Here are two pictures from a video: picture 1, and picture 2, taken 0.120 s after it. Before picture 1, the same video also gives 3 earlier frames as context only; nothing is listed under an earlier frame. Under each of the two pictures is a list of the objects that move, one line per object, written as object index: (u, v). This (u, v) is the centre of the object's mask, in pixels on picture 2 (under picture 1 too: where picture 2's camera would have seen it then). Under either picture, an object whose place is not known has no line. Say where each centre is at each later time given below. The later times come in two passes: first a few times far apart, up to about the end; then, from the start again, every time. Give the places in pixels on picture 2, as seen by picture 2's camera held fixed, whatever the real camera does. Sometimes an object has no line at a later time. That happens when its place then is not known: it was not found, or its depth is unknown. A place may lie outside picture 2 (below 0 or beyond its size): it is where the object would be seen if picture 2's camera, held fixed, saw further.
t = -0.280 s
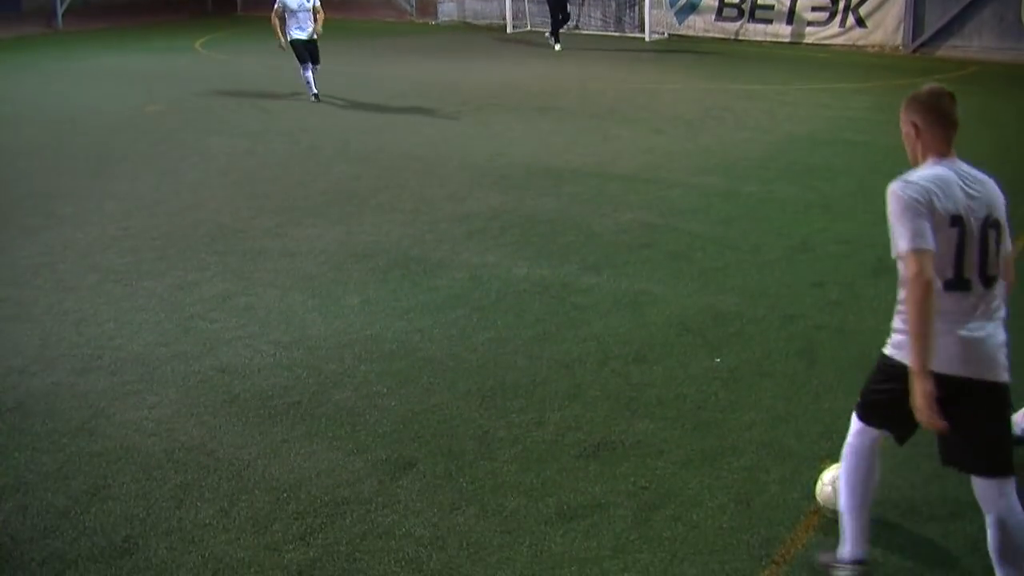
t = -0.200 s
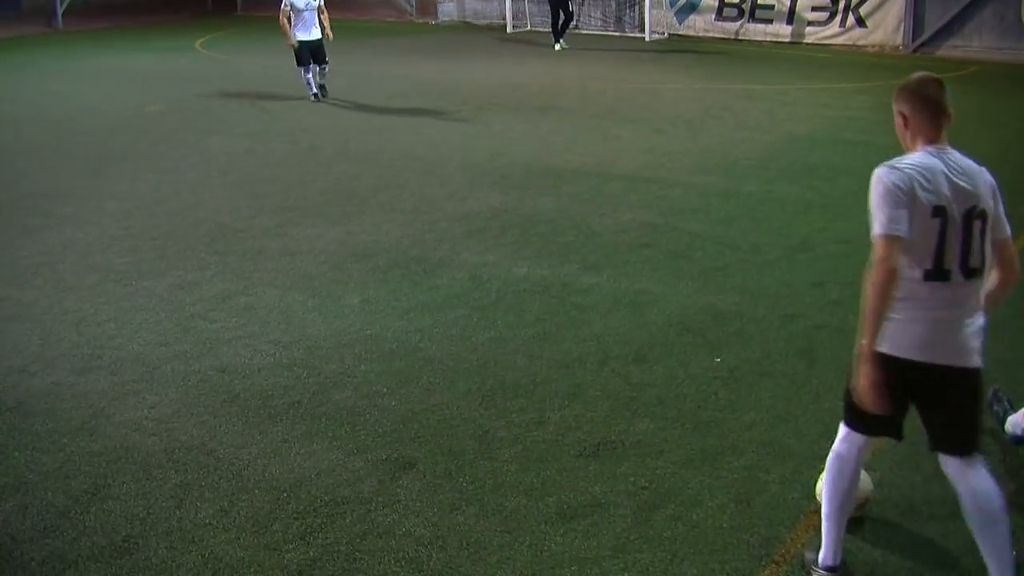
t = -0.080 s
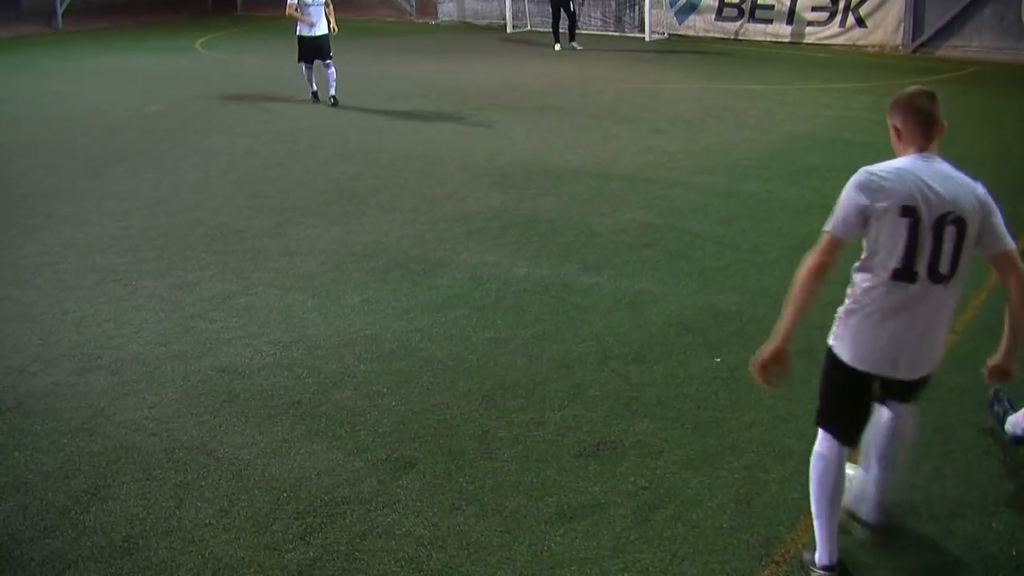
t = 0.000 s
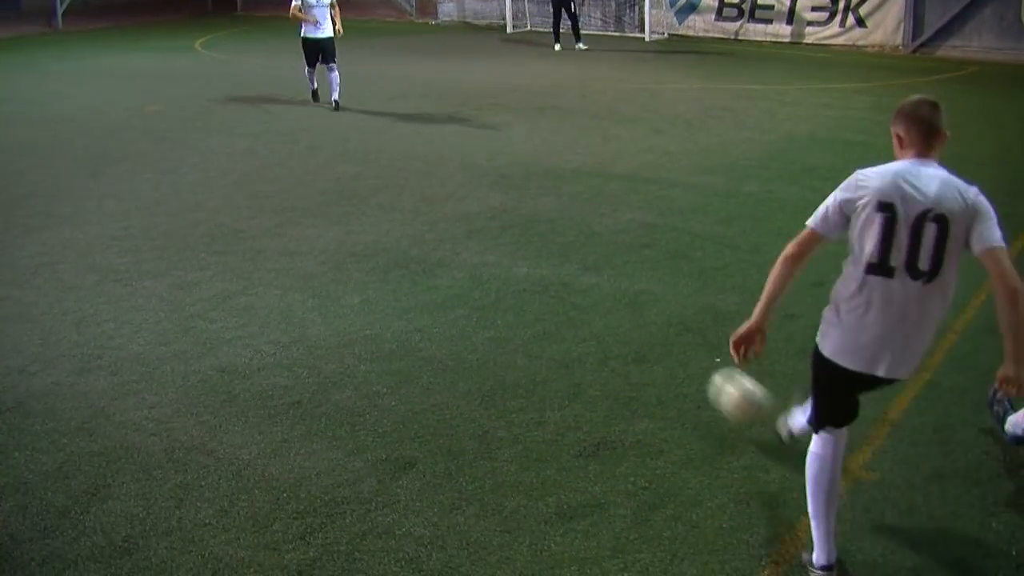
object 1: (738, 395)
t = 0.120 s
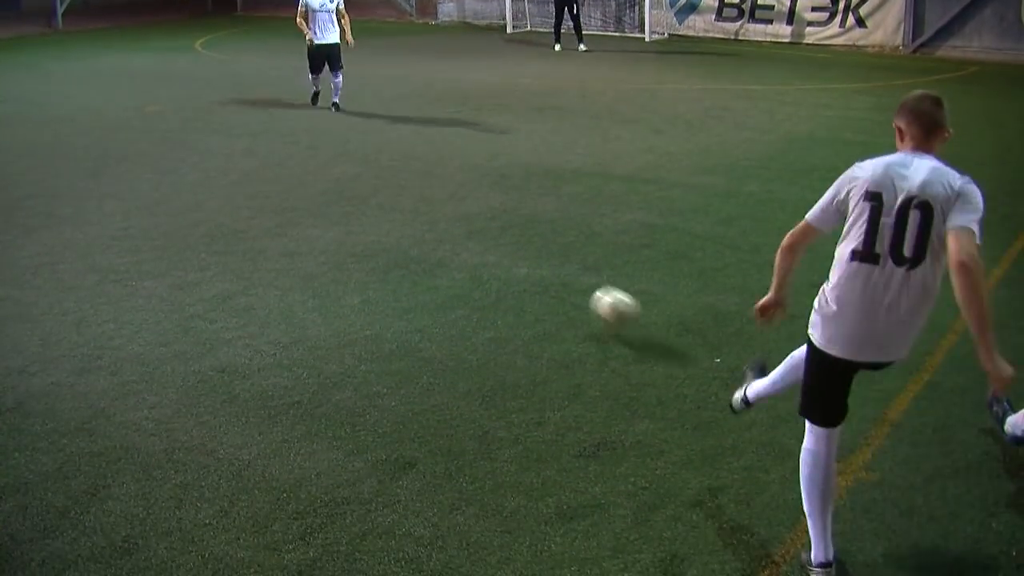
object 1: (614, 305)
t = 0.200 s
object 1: (556, 271)
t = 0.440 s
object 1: (454, 198)
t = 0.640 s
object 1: (407, 168)
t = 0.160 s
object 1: (583, 291)
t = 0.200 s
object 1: (556, 271)
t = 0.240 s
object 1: (534, 253)
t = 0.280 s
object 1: (514, 239)
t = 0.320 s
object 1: (496, 228)
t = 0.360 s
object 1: (480, 218)
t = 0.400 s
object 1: (466, 206)
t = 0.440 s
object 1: (454, 198)
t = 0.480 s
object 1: (443, 192)
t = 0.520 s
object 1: (432, 184)
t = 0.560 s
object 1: (423, 179)
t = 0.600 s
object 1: (415, 172)
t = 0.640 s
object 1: (407, 168)
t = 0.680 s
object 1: (401, 163)
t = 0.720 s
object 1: (394, 157)
